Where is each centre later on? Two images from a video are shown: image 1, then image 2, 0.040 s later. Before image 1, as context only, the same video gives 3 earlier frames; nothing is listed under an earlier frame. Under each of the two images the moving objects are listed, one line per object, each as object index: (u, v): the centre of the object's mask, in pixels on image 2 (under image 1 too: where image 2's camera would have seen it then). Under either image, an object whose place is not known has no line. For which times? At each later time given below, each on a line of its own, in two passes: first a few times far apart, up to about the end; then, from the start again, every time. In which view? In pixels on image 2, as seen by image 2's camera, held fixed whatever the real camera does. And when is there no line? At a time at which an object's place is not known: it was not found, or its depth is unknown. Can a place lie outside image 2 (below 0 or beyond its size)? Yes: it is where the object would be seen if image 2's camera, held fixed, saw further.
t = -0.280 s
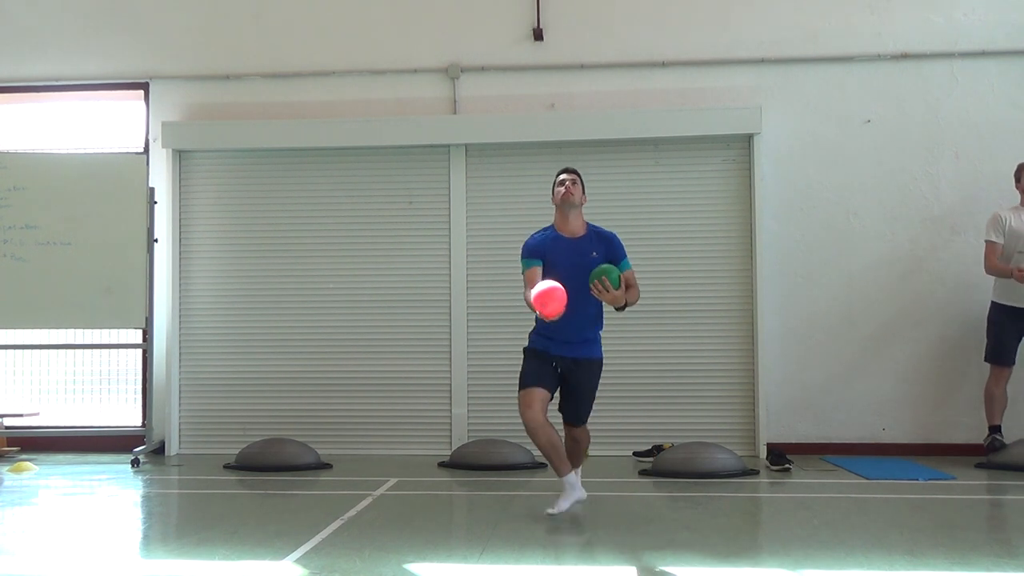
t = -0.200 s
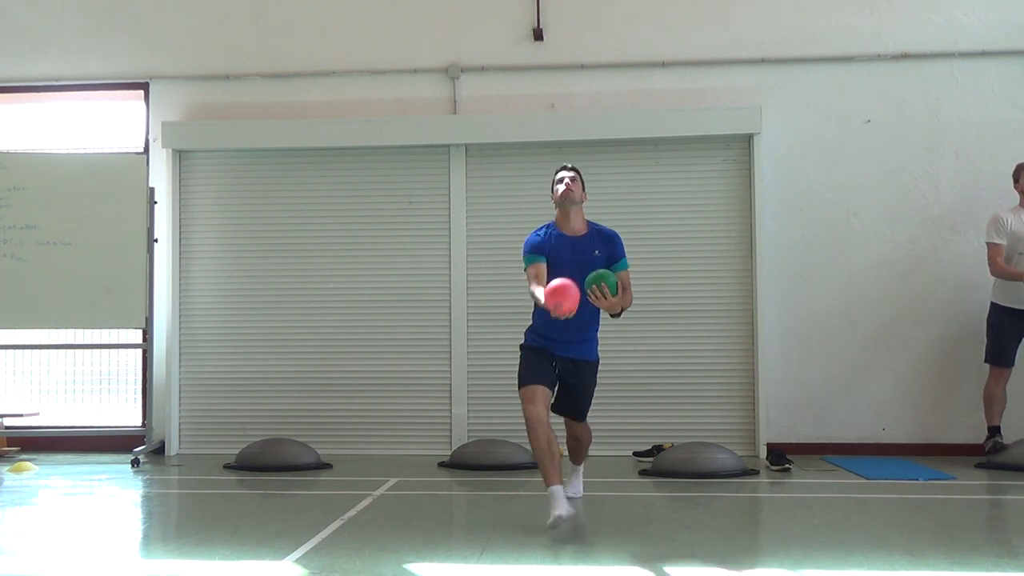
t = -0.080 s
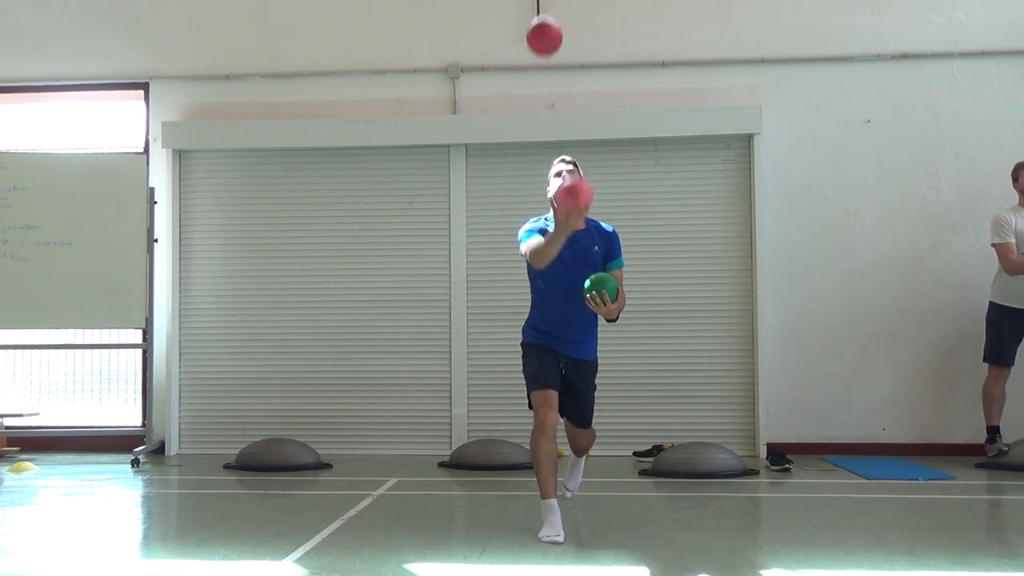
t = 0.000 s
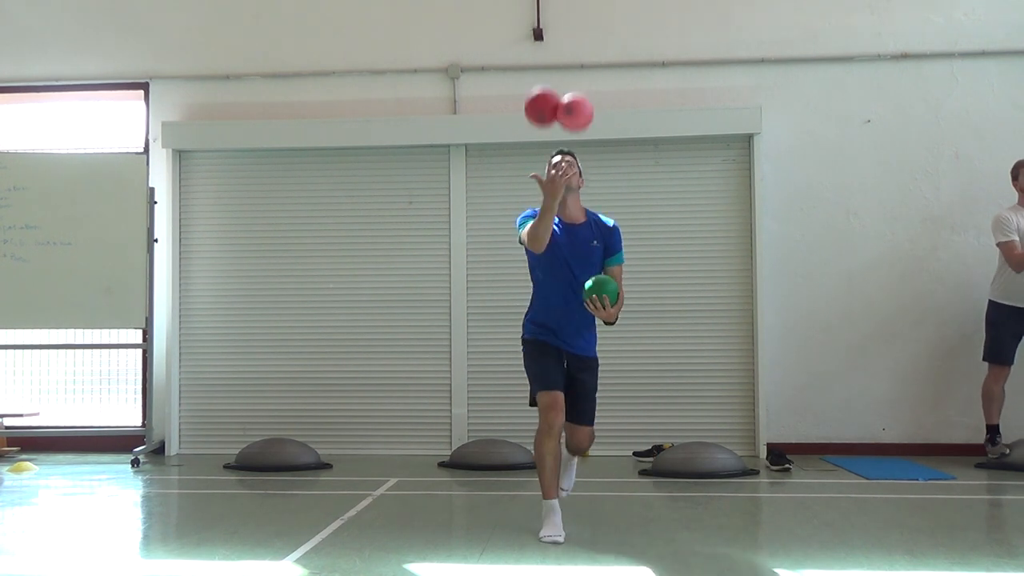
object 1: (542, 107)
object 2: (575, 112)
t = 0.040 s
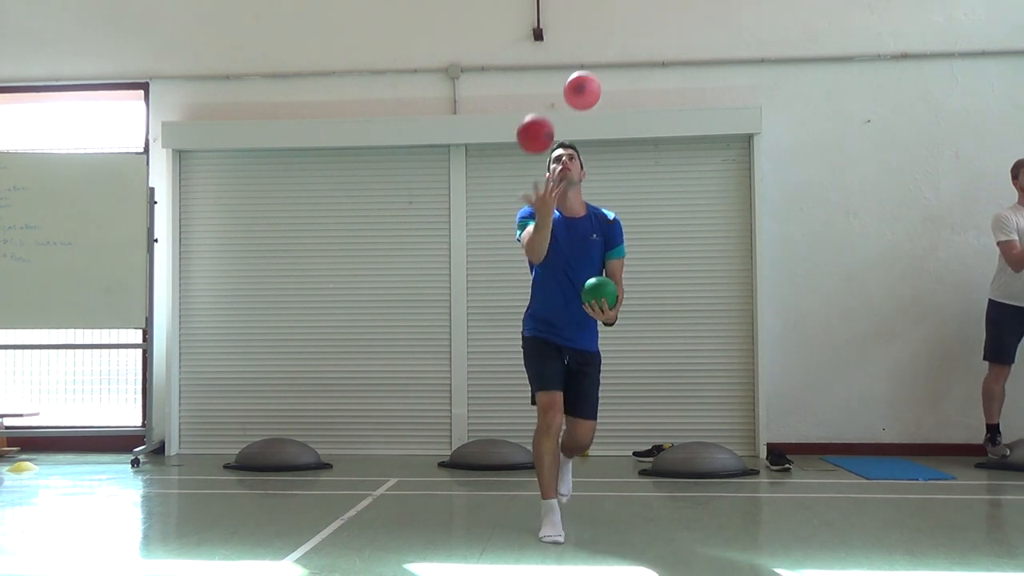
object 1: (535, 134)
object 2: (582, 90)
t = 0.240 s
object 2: (622, 39)
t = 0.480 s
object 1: (419, 530)
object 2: (676, 111)
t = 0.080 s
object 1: (526, 163)
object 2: (590, 72)
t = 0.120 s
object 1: (517, 197)
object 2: (598, 58)
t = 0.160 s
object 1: (507, 236)
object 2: (606, 48)
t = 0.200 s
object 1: (494, 261)
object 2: (614, 41)
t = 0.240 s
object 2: (622, 39)
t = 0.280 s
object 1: (474, 311)
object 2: (630, 41)
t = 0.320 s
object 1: (463, 344)
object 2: (639, 46)
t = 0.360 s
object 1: (452, 384)
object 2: (648, 56)
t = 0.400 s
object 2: (657, 70)
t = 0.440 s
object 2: (666, 89)
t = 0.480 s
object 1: (419, 530)
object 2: (676, 111)
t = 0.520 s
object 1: (404, 546)
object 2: (685, 139)
